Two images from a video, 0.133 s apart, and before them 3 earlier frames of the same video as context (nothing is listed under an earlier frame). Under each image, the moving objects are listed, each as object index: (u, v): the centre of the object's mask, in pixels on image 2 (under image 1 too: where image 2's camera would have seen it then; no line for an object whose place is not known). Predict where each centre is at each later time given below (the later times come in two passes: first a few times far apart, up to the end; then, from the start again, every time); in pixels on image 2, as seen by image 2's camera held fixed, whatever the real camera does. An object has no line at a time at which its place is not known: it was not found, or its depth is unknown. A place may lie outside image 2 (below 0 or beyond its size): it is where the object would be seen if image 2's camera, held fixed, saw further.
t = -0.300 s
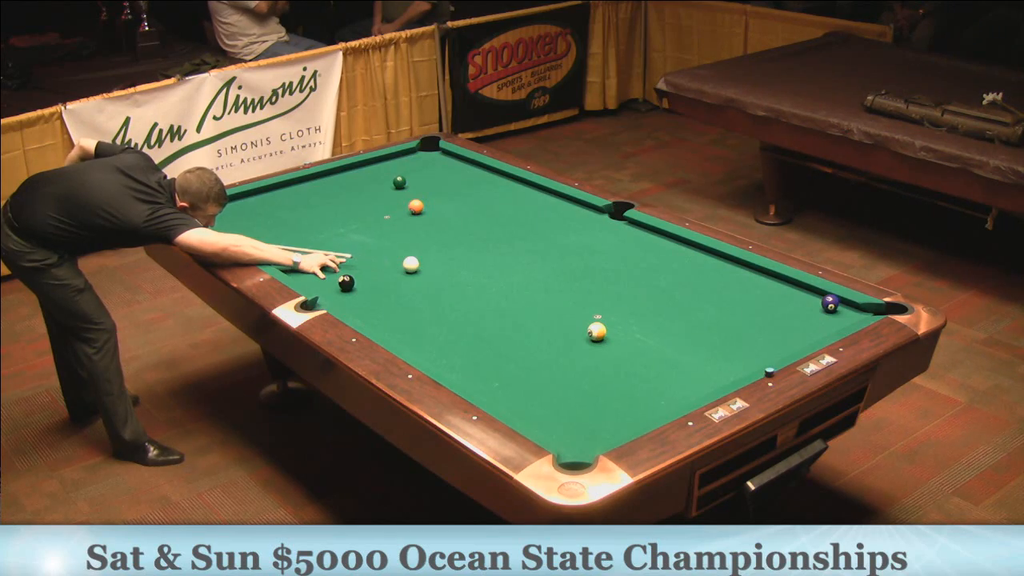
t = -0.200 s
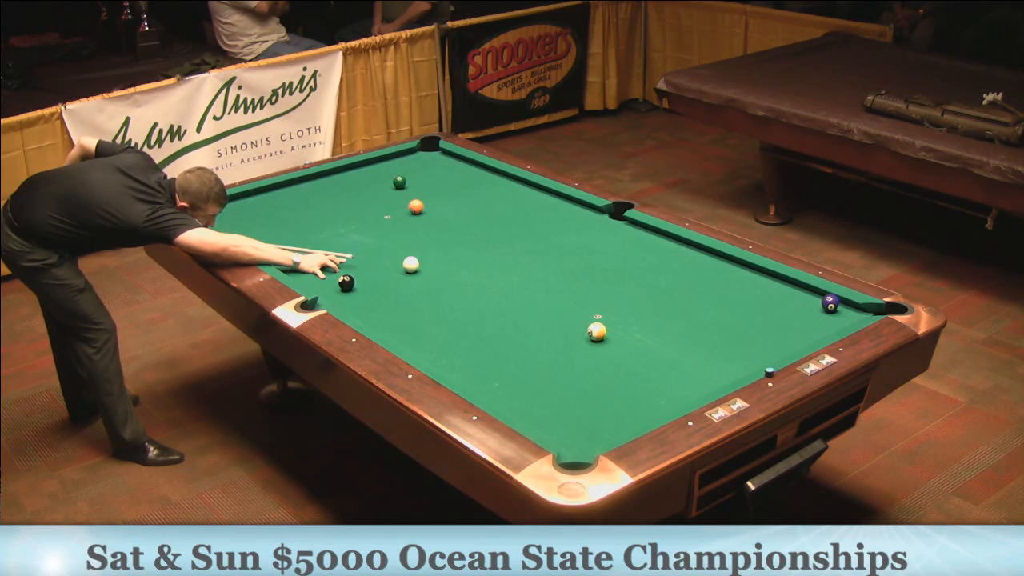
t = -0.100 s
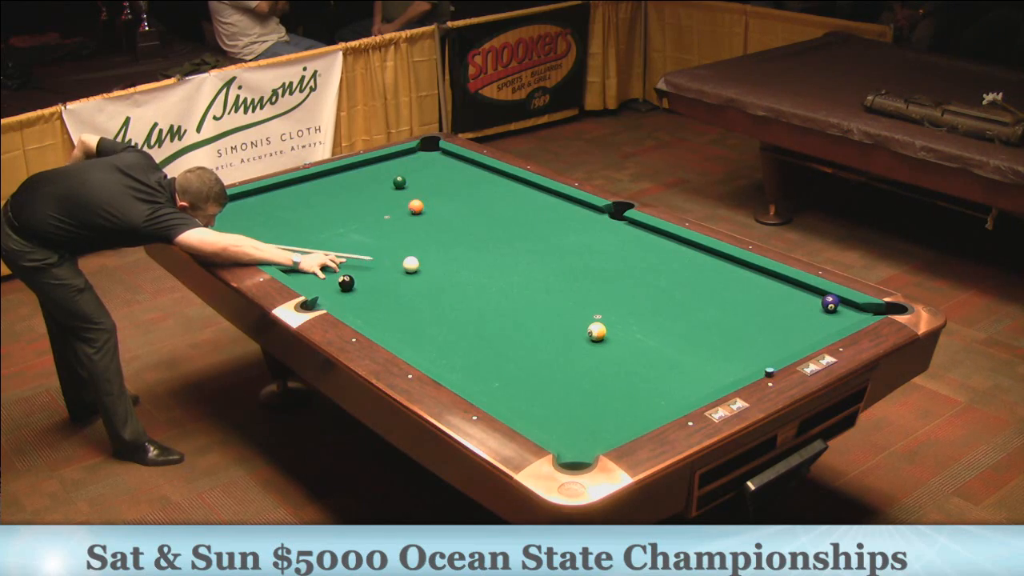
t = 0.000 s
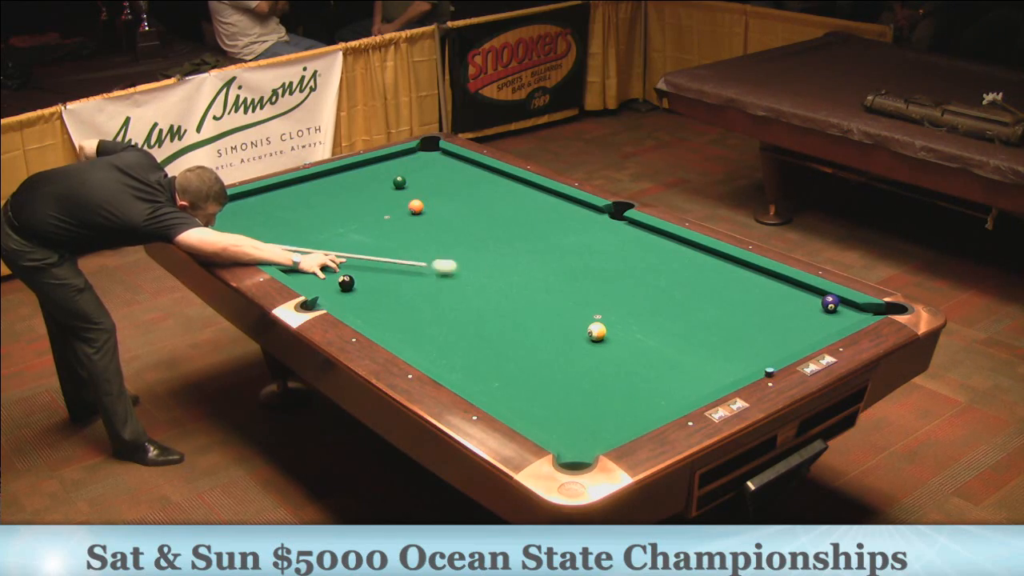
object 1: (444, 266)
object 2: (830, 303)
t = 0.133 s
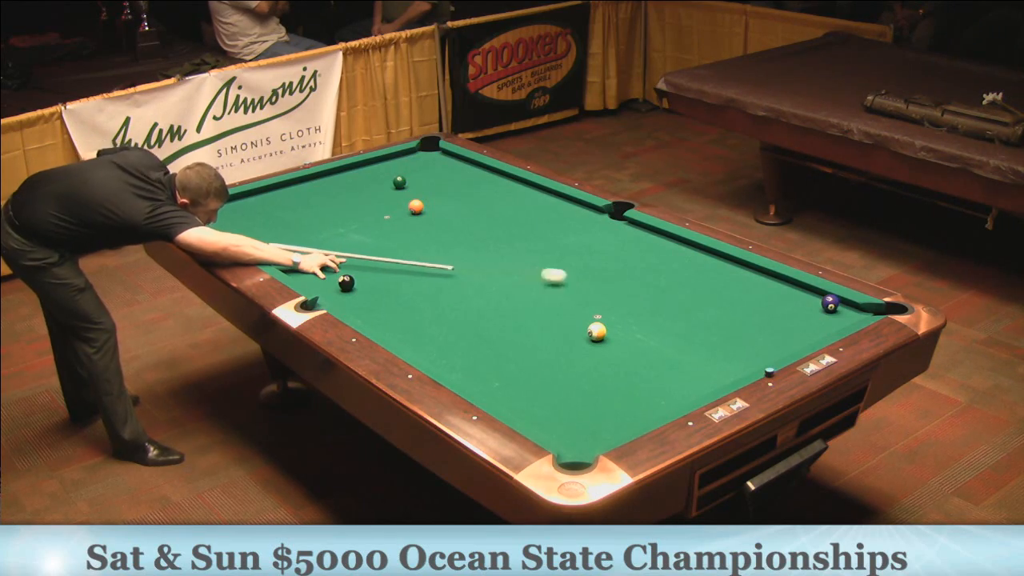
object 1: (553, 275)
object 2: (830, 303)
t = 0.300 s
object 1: (686, 287)
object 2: (830, 303)
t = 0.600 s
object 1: (809, 305)
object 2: (892, 312)
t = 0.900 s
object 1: (805, 339)
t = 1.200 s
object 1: (746, 347)
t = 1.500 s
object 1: (686, 350)
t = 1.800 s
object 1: (627, 354)
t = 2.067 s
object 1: (578, 357)
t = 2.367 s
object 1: (524, 360)
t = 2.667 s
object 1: (473, 363)
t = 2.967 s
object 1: (441, 360)
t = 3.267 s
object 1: (449, 346)
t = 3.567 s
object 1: (456, 334)
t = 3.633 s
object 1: (460, 331)
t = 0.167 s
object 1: (580, 278)
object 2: (830, 303)
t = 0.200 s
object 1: (606, 280)
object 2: (830, 303)
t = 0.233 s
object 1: (632, 282)
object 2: (830, 303)
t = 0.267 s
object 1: (659, 285)
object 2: (830, 303)
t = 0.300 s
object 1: (686, 287)
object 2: (830, 303)
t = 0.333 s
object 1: (713, 289)
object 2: (830, 303)
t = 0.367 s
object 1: (740, 291)
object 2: (830, 303)
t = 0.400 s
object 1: (768, 294)
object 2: (830, 303)
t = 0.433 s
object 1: (795, 296)
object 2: (830, 303)
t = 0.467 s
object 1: (816, 297)
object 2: (836, 304)
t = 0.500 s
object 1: (821, 295)
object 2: (857, 310)
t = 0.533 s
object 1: (816, 298)
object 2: (876, 311)
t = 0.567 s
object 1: (812, 302)
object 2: (884, 311)
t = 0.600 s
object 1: (809, 305)
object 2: (892, 312)
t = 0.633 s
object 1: (807, 308)
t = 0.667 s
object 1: (805, 312)
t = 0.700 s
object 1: (805, 316)
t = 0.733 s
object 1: (805, 320)
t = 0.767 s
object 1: (805, 324)
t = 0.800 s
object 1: (805, 328)
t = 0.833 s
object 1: (805, 332)
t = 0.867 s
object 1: (805, 336)
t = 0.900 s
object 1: (805, 339)
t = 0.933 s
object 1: (801, 341)
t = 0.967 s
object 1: (794, 342)
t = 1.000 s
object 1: (787, 343)
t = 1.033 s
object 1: (780, 344)
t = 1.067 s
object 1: (774, 345)
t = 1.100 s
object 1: (767, 345)
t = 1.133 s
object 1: (760, 346)
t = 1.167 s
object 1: (753, 346)
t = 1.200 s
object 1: (746, 347)
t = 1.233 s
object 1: (739, 347)
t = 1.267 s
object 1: (733, 348)
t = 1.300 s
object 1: (726, 348)
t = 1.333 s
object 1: (719, 349)
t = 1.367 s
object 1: (712, 349)
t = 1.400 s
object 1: (705, 349)
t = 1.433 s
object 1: (699, 350)
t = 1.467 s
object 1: (692, 350)
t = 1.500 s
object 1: (686, 350)
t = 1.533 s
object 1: (679, 351)
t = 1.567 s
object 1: (673, 351)
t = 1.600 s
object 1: (666, 352)
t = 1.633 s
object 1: (660, 352)
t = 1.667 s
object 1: (653, 352)
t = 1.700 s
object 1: (647, 353)
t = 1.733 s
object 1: (640, 353)
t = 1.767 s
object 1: (634, 354)
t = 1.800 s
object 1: (627, 354)
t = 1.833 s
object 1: (621, 354)
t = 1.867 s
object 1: (615, 355)
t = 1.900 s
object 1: (608, 355)
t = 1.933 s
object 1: (602, 355)
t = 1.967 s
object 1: (596, 356)
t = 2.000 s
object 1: (590, 356)
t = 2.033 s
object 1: (584, 356)
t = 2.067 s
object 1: (578, 357)
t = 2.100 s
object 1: (572, 357)
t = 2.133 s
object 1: (566, 357)
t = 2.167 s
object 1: (560, 358)
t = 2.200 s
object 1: (554, 358)
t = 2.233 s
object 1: (547, 359)
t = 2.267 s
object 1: (542, 359)
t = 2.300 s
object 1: (536, 359)
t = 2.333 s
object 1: (530, 360)
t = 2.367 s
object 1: (524, 360)
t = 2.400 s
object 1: (518, 360)
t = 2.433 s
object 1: (513, 361)
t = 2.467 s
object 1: (507, 361)
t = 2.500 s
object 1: (501, 361)
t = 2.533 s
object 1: (495, 362)
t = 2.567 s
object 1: (490, 362)
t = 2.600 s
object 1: (484, 362)
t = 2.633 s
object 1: (479, 363)
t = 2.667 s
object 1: (473, 363)
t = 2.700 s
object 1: (468, 363)
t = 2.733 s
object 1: (462, 364)
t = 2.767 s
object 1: (457, 364)
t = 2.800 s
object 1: (451, 364)
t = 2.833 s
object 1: (446, 363)
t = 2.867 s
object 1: (441, 363)
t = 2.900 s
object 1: (440, 362)
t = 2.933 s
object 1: (441, 361)
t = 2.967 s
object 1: (441, 360)
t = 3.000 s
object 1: (442, 359)
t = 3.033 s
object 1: (443, 357)
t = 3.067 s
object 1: (444, 355)
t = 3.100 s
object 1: (445, 354)
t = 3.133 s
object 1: (446, 352)
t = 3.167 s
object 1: (446, 351)
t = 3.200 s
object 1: (447, 349)
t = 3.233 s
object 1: (448, 347)
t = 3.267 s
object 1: (449, 346)
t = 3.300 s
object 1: (450, 345)
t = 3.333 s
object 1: (451, 343)
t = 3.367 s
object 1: (452, 341)
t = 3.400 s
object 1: (452, 340)
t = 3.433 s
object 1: (453, 338)
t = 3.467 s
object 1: (453, 337)
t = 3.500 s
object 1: (454, 336)
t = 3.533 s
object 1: (455, 335)
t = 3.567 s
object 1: (456, 334)
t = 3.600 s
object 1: (457, 332)
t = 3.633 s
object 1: (460, 331)
